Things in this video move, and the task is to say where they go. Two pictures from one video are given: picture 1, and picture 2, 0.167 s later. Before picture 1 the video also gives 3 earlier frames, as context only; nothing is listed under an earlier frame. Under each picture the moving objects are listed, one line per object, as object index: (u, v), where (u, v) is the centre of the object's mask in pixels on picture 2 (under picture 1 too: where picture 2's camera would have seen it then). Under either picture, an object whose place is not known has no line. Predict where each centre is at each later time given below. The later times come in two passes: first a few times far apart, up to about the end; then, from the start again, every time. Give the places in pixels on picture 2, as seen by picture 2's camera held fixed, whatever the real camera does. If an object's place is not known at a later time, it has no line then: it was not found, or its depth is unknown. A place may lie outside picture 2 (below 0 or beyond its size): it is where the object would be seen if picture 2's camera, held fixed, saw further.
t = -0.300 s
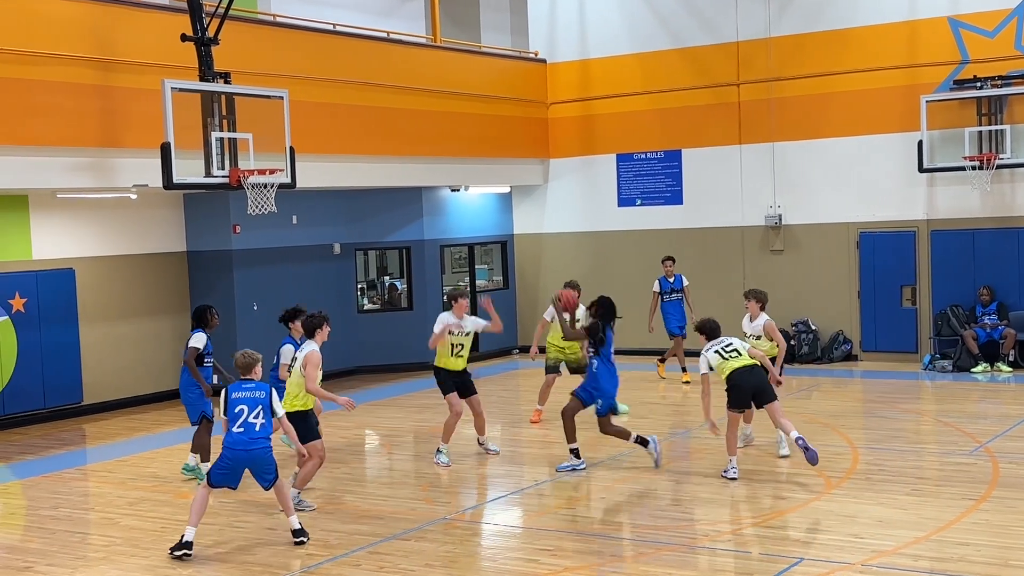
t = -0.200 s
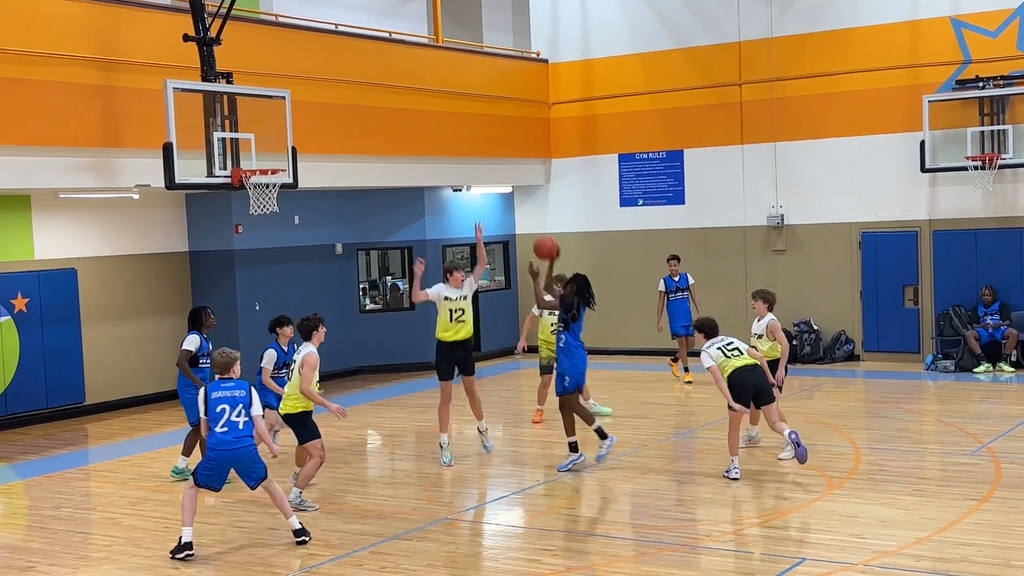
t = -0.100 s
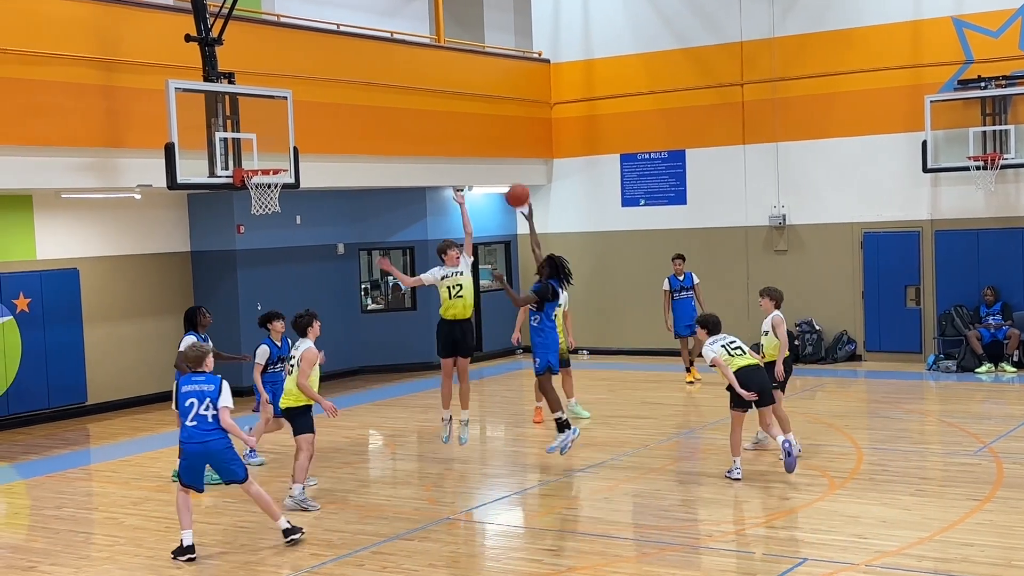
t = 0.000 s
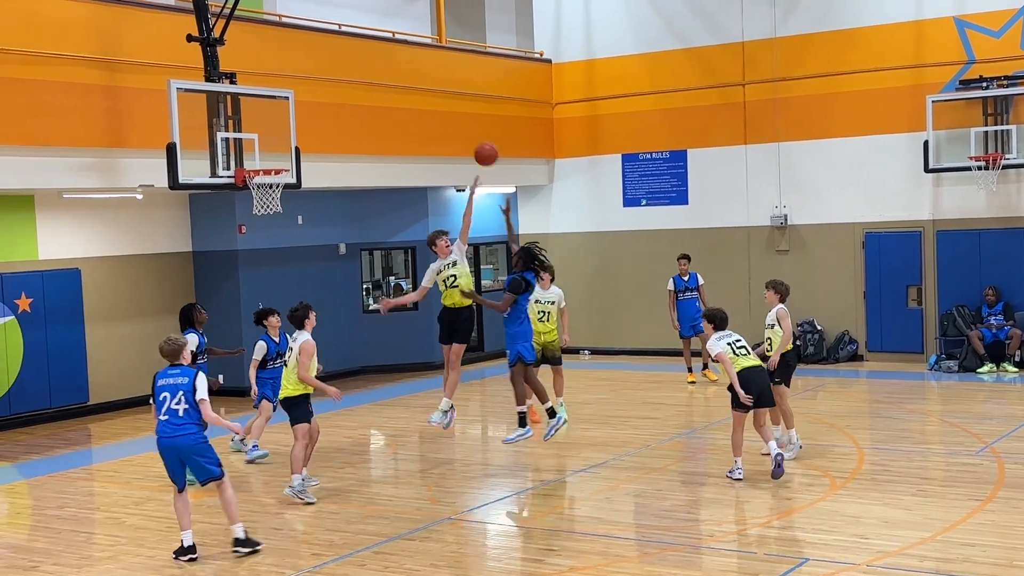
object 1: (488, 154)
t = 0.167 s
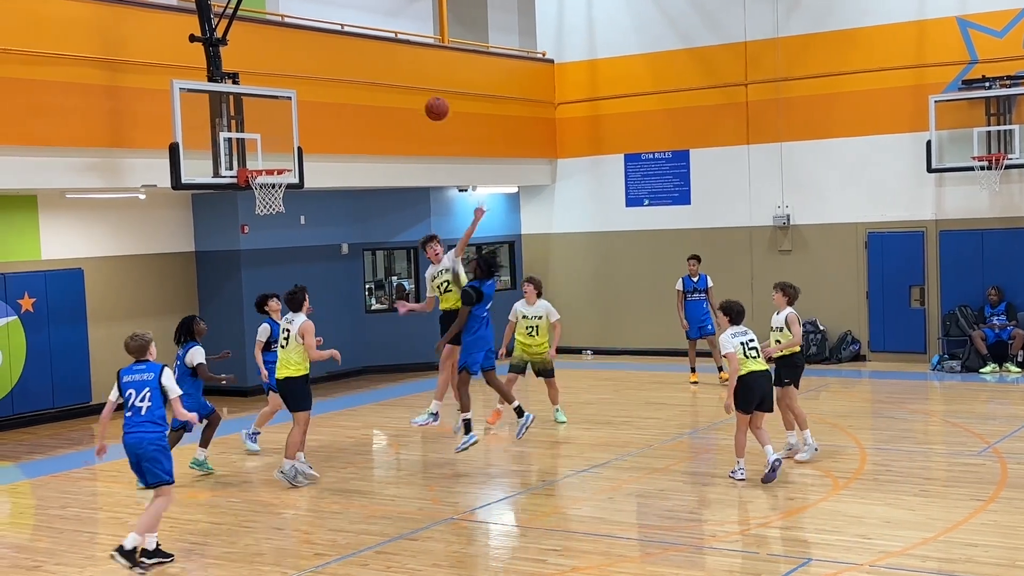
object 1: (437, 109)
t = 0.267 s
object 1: (407, 95)
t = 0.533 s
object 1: (333, 107)
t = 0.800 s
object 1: (281, 152)
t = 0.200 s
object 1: (427, 103)
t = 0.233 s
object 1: (416, 99)
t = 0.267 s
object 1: (407, 95)
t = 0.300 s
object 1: (397, 93)
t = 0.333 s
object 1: (387, 92)
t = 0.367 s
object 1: (378, 92)
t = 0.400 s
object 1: (369, 93)
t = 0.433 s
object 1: (360, 95)
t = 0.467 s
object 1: (351, 98)
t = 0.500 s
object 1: (342, 102)
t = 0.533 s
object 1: (333, 107)
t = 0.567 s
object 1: (324, 113)
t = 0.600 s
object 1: (315, 120)
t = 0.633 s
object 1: (307, 129)
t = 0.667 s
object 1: (298, 138)
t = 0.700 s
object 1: (290, 148)
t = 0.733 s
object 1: (282, 159)
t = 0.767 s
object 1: (281, 157)
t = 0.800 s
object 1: (281, 152)
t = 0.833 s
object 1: (281, 149)
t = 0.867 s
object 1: (281, 146)
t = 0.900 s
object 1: (281, 144)
